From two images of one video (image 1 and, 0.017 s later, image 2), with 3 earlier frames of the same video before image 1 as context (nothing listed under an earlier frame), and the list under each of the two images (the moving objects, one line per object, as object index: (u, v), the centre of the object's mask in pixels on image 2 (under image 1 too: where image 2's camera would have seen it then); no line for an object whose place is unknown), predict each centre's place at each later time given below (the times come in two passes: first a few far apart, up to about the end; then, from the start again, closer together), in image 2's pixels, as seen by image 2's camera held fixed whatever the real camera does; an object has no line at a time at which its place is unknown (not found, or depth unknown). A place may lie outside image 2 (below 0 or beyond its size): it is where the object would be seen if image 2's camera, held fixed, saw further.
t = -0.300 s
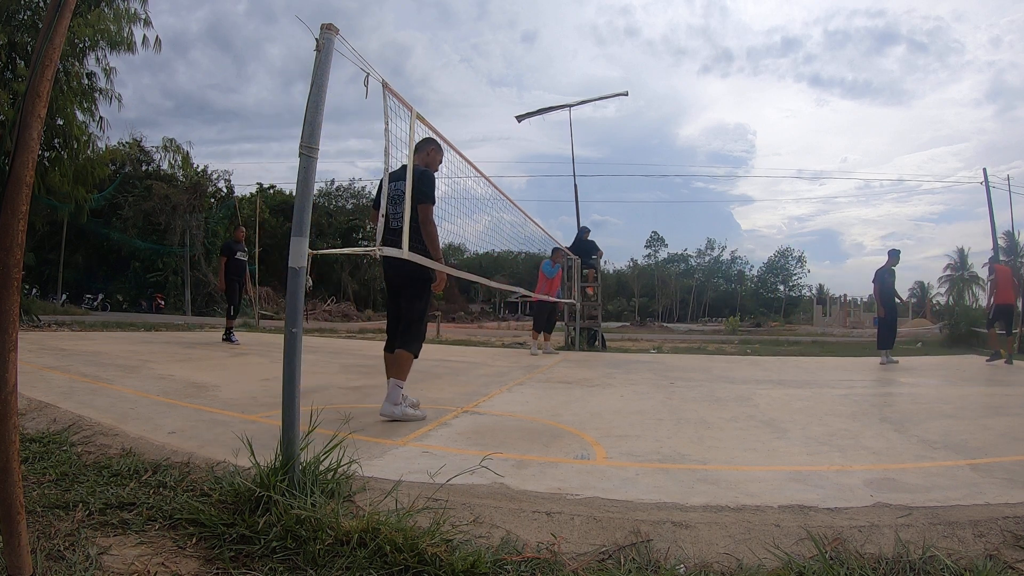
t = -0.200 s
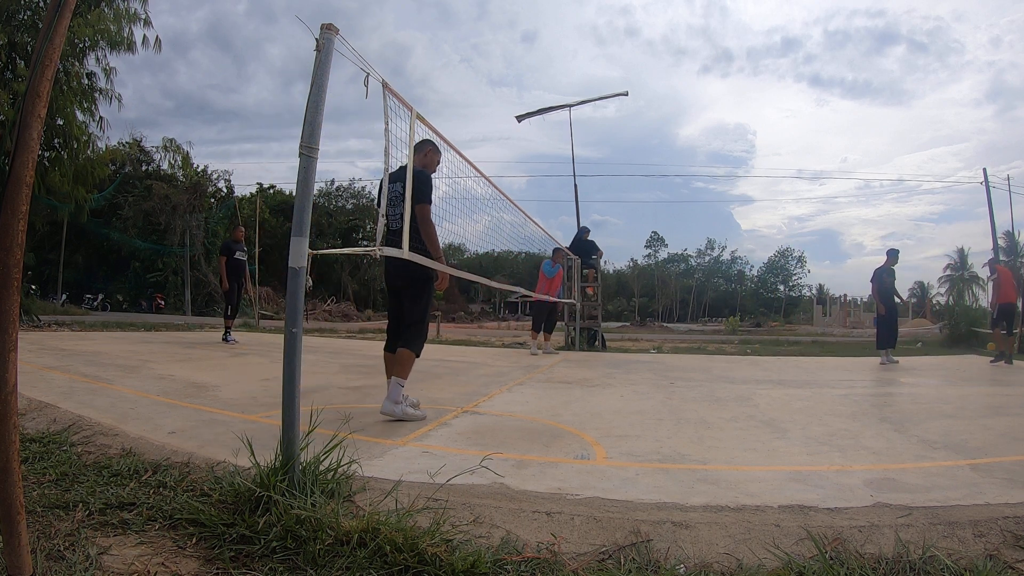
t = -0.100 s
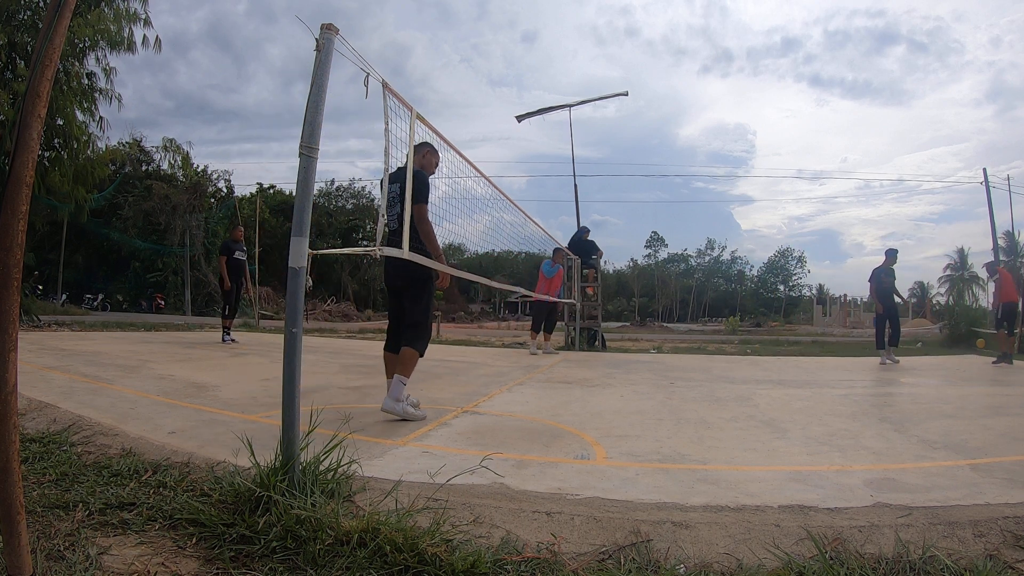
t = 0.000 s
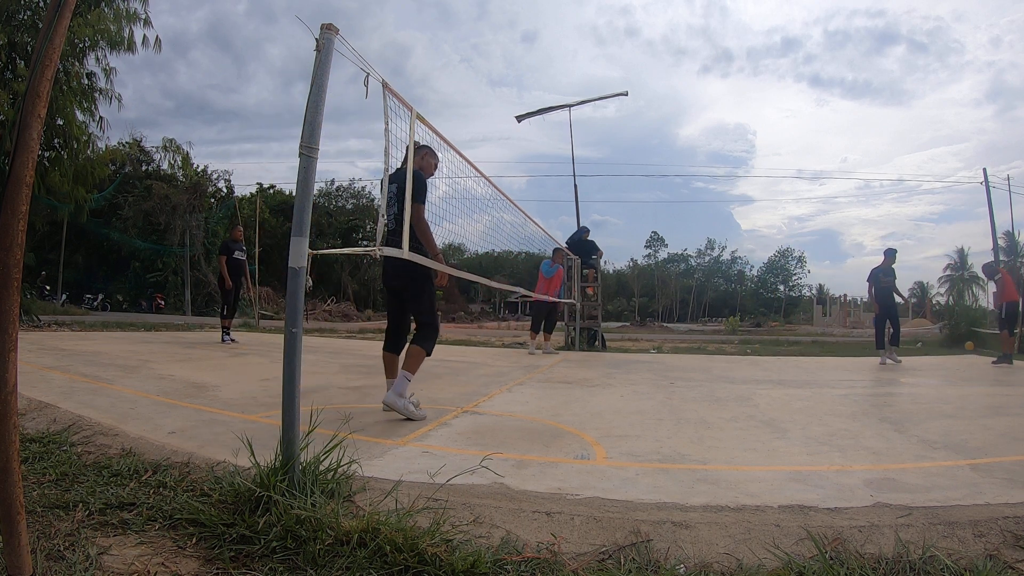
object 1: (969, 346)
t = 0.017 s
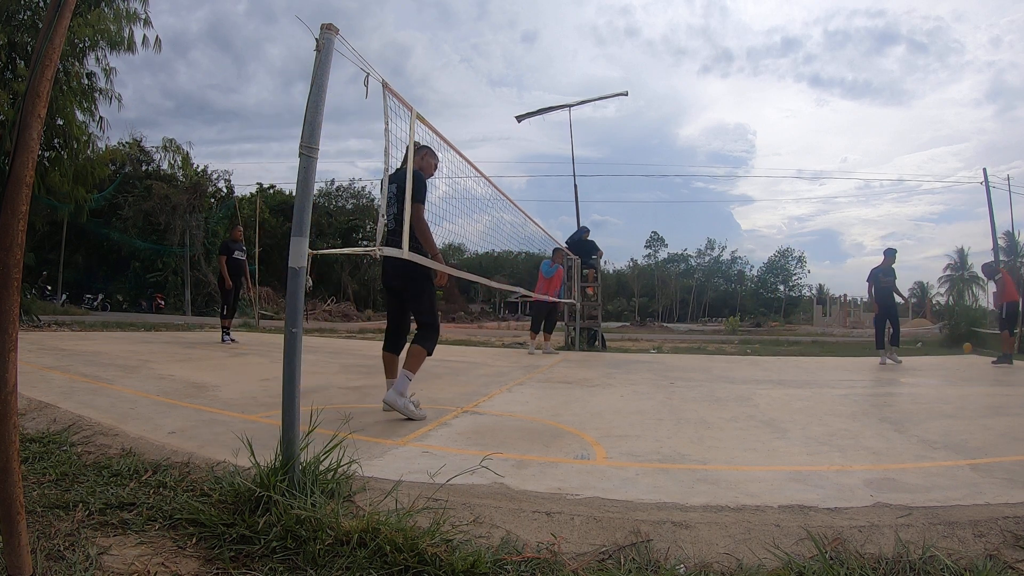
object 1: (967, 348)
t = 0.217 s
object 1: (944, 356)
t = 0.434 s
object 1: (918, 366)
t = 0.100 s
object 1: (956, 357)
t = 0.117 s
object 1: (954, 360)
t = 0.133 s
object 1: (952, 361)
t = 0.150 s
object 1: (950, 360)
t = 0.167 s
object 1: (949, 359)
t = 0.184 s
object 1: (947, 358)
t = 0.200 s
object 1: (945, 356)
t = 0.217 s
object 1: (944, 356)
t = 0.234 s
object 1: (942, 355)
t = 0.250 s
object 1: (940, 355)
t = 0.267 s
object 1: (938, 355)
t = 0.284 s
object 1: (936, 355)
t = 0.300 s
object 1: (934, 355)
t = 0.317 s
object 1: (932, 356)
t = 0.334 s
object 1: (930, 356)
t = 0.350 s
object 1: (928, 357)
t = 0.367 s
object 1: (926, 359)
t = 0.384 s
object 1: (924, 360)
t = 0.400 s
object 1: (922, 362)
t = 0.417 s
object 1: (920, 364)
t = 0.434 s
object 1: (918, 366)
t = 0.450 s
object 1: (916, 365)
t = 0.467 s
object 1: (914, 363)
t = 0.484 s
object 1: (912, 362)
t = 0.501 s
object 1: (910, 362)
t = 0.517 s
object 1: (908, 361)
